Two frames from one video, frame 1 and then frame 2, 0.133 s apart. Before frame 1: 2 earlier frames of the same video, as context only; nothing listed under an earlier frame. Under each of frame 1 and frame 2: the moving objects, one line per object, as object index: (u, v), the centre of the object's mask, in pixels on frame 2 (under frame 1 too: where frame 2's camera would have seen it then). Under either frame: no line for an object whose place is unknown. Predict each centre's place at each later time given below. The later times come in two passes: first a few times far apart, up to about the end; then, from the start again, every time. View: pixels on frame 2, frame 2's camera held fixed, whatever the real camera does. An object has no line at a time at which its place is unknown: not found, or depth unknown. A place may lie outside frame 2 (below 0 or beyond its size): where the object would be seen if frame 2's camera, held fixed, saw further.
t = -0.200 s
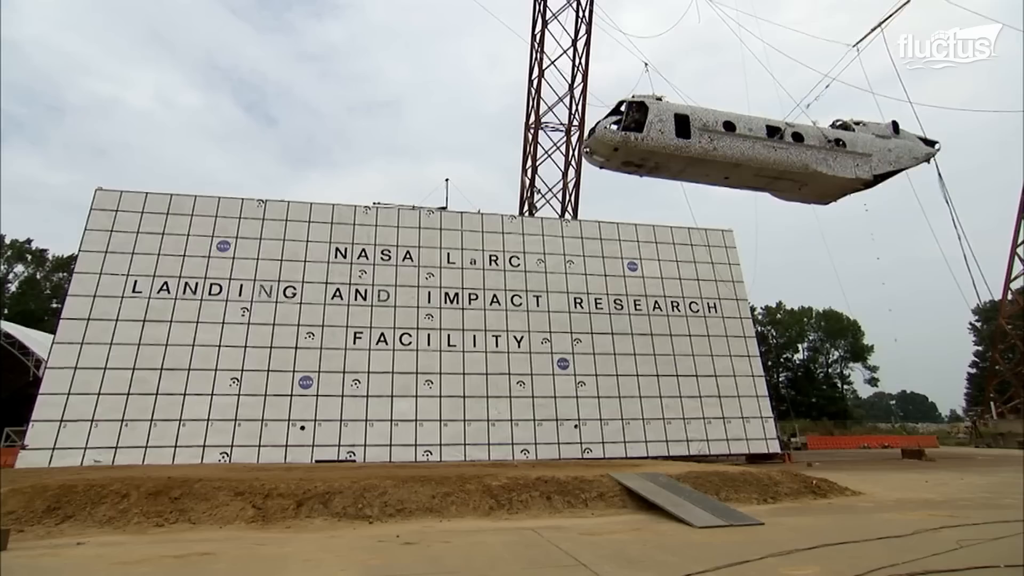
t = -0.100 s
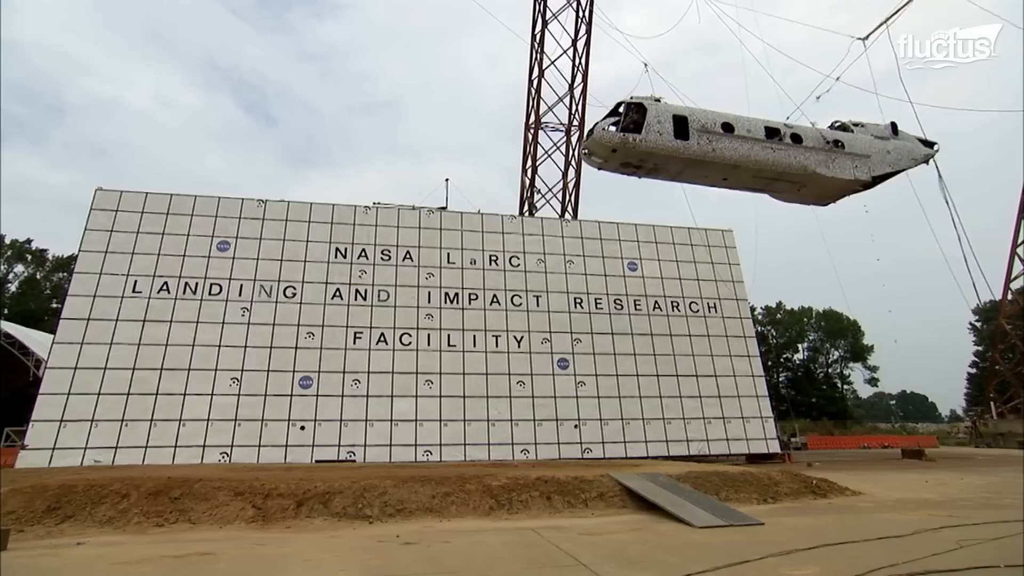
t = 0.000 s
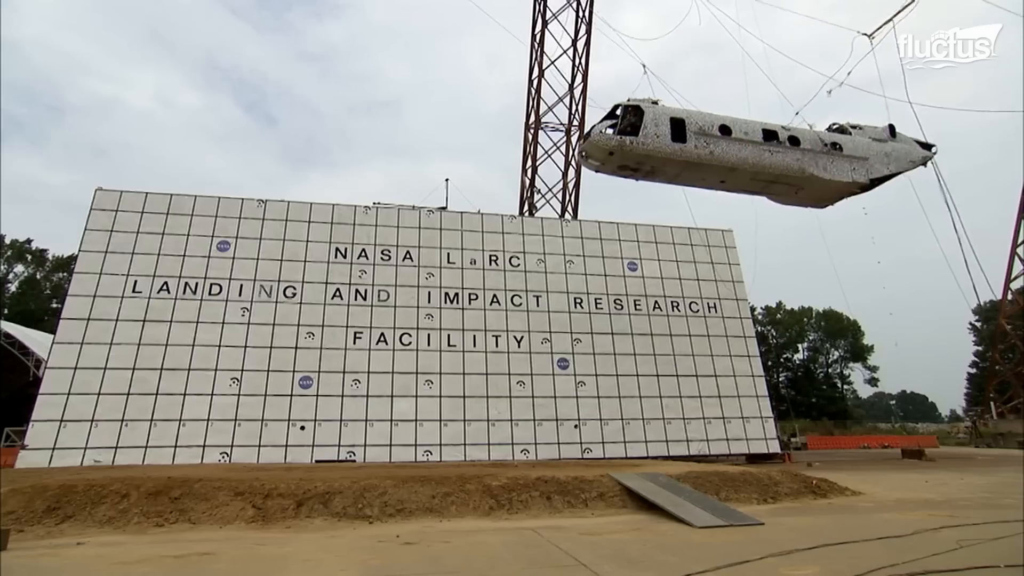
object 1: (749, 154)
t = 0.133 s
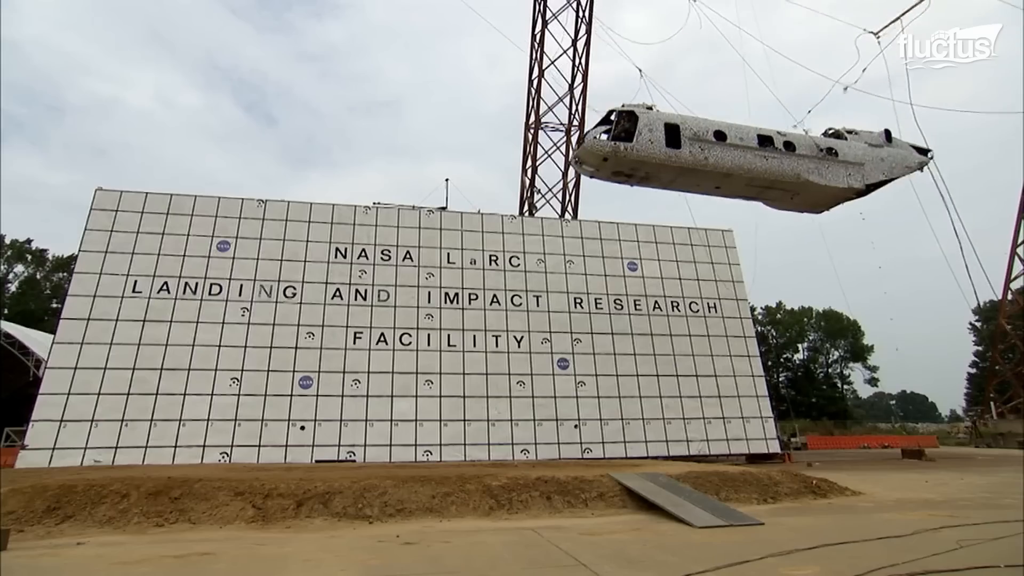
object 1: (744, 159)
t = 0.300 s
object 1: (735, 169)
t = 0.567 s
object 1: (714, 191)
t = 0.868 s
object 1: (675, 228)
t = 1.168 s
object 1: (623, 278)
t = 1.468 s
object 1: (548, 343)
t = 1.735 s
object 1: (457, 413)
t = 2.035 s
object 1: (397, 412)
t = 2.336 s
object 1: (360, 418)
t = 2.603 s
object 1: (354, 418)
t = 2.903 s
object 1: (354, 418)
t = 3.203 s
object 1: (354, 417)
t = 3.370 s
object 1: (354, 417)
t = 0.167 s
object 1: (742, 161)
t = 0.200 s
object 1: (741, 162)
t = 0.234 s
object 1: (739, 164)
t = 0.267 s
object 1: (737, 167)
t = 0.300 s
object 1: (735, 169)
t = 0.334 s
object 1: (733, 171)
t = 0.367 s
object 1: (731, 174)
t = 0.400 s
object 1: (728, 176)
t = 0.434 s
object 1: (725, 179)
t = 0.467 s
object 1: (722, 182)
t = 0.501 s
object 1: (720, 185)
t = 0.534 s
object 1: (716, 188)
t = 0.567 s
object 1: (714, 191)
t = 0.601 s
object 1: (709, 195)
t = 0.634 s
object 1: (706, 198)
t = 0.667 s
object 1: (702, 202)
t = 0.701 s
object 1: (698, 206)
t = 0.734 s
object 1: (694, 210)
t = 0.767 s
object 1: (689, 214)
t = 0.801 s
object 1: (685, 218)
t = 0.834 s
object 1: (680, 223)
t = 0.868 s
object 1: (675, 228)
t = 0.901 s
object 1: (671, 233)
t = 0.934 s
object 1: (665, 238)
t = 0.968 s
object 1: (660, 243)
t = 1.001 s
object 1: (654, 248)
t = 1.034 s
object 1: (648, 254)
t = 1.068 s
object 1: (643, 259)
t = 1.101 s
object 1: (636, 265)
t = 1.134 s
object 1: (630, 273)
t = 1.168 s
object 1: (623, 278)
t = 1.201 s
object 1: (615, 285)
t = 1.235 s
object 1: (608, 291)
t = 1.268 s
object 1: (601, 298)
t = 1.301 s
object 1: (593, 305)
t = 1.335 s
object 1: (584, 312)
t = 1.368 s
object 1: (575, 319)
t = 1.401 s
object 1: (566, 327)
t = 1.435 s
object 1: (557, 335)
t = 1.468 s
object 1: (548, 343)
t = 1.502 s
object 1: (538, 351)
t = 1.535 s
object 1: (527, 359)
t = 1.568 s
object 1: (517, 368)
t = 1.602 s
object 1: (505, 376)
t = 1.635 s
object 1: (494, 385)
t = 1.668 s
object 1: (482, 395)
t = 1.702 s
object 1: (470, 404)
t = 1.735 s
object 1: (457, 413)
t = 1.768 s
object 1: (444, 420)
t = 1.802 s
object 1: (436, 420)
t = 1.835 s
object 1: (430, 418)
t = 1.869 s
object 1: (424, 417)
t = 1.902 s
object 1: (418, 415)
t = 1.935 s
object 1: (412, 414)
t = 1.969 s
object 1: (407, 413)
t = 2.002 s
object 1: (401, 413)
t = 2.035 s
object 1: (397, 412)
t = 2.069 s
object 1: (391, 413)
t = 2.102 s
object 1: (386, 413)
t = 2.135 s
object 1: (381, 414)
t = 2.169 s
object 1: (376, 414)
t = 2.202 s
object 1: (372, 415)
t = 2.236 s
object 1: (368, 417)
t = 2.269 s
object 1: (364, 418)
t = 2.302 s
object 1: (361, 418)
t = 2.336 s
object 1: (360, 418)
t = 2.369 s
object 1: (358, 418)
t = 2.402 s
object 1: (357, 418)
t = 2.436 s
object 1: (356, 418)
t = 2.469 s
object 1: (355, 418)
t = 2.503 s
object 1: (354, 418)
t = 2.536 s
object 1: (354, 418)
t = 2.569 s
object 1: (354, 418)
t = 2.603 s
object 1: (354, 418)
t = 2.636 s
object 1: (354, 418)
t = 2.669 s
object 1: (354, 418)
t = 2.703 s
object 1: (354, 418)
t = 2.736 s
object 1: (354, 418)
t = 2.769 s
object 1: (354, 418)
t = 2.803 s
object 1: (354, 418)
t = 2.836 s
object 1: (354, 418)
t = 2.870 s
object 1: (354, 418)
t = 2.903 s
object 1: (354, 418)
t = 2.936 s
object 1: (354, 418)
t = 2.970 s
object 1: (354, 418)
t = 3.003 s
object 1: (354, 418)
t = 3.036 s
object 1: (354, 418)
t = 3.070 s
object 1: (354, 417)
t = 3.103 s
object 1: (354, 417)
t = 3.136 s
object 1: (354, 417)
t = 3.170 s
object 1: (354, 417)
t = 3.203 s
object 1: (354, 417)
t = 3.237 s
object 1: (354, 417)
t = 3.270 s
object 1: (354, 417)
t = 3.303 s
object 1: (354, 417)
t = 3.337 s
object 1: (354, 417)
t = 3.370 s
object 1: (354, 417)
